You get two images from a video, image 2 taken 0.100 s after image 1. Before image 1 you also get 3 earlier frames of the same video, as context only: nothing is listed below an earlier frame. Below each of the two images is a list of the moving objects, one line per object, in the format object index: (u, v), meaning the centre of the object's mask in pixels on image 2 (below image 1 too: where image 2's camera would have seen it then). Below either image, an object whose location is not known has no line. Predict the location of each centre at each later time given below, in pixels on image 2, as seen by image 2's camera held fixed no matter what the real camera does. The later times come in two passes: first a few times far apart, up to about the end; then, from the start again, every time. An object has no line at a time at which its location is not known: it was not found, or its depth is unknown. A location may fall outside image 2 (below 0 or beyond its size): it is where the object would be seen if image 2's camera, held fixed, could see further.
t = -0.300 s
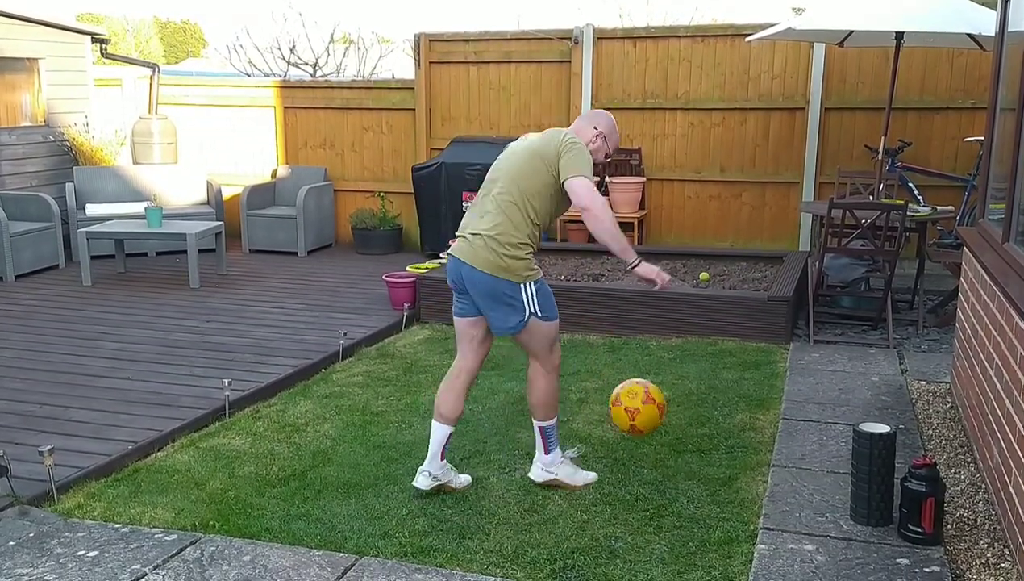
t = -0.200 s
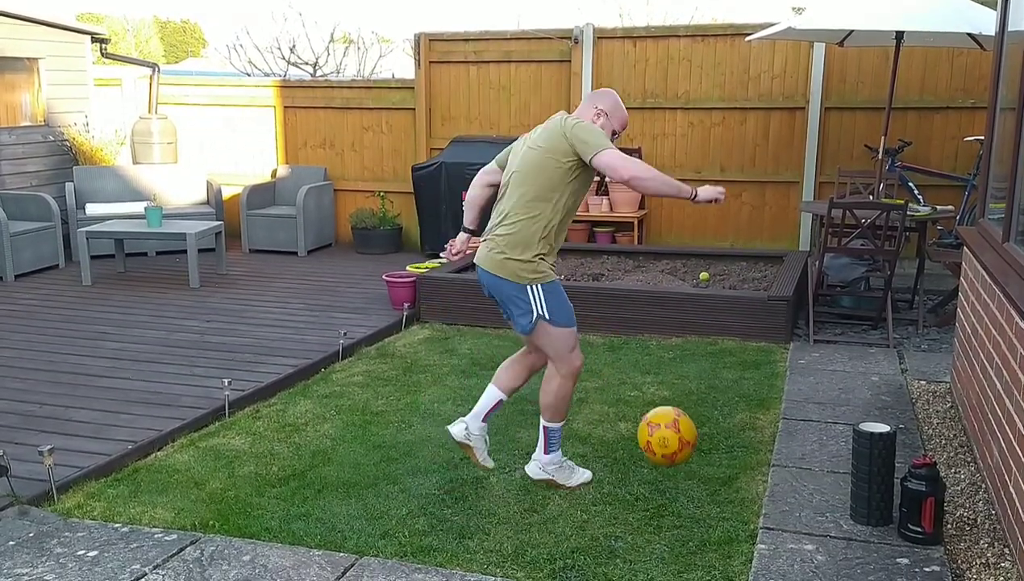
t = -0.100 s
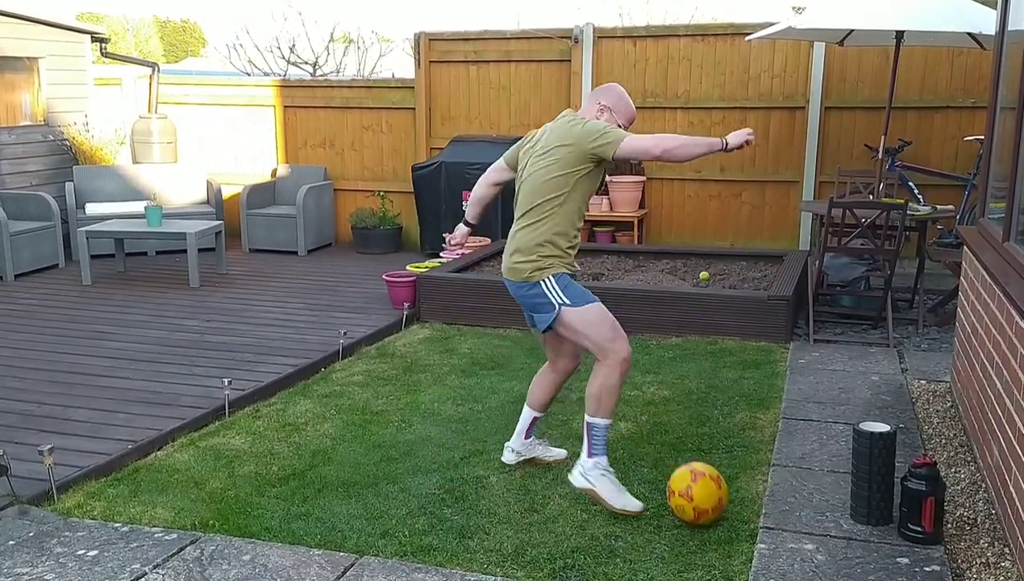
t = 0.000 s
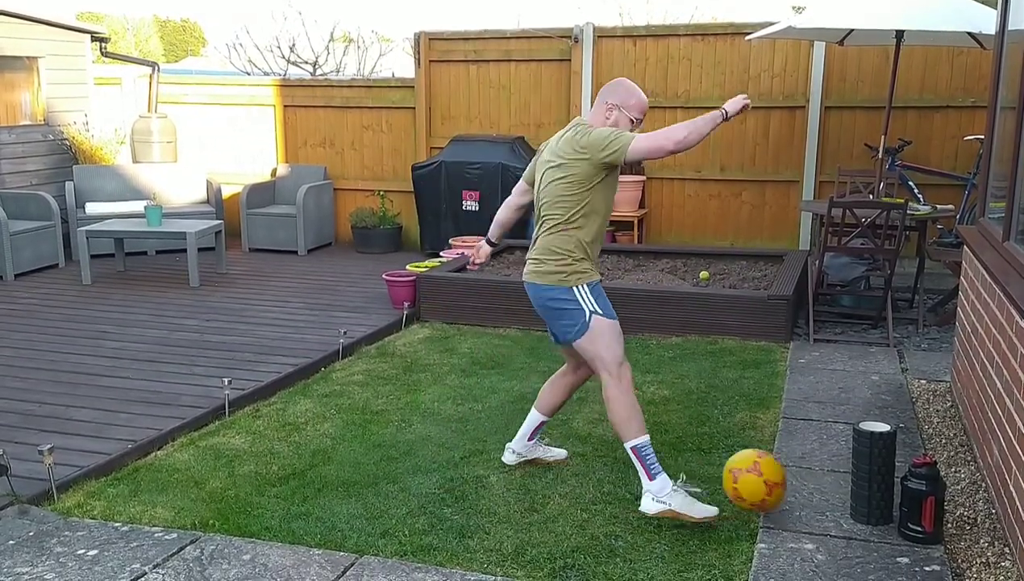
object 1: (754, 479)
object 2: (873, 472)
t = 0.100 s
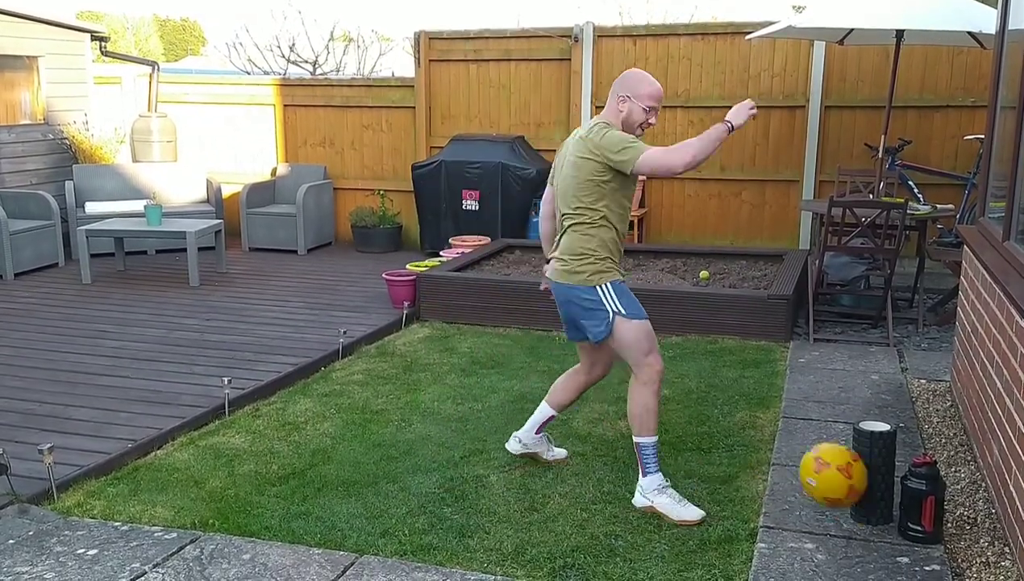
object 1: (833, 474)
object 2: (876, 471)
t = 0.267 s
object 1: (873, 521)
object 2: (905, 452)
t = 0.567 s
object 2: (948, 468)
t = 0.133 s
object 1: (853, 492)
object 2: (889, 455)
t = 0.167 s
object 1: (861, 506)
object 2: (893, 451)
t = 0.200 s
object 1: (867, 522)
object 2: (895, 456)
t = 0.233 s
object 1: (870, 521)
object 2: (900, 452)
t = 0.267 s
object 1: (873, 521)
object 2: (905, 452)
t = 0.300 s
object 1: (876, 525)
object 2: (910, 455)
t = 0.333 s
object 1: (879, 533)
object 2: (911, 461)
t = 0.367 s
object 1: (881, 544)
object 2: (907, 467)
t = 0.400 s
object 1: (884, 547)
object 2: (952, 467)
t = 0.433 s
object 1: (887, 548)
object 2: (958, 483)
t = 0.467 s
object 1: (890, 551)
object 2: (959, 484)
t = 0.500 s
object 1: (892, 555)
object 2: (944, 476)
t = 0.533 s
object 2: (945, 470)
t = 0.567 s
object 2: (948, 468)
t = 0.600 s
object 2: (949, 465)
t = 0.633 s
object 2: (950, 464)
